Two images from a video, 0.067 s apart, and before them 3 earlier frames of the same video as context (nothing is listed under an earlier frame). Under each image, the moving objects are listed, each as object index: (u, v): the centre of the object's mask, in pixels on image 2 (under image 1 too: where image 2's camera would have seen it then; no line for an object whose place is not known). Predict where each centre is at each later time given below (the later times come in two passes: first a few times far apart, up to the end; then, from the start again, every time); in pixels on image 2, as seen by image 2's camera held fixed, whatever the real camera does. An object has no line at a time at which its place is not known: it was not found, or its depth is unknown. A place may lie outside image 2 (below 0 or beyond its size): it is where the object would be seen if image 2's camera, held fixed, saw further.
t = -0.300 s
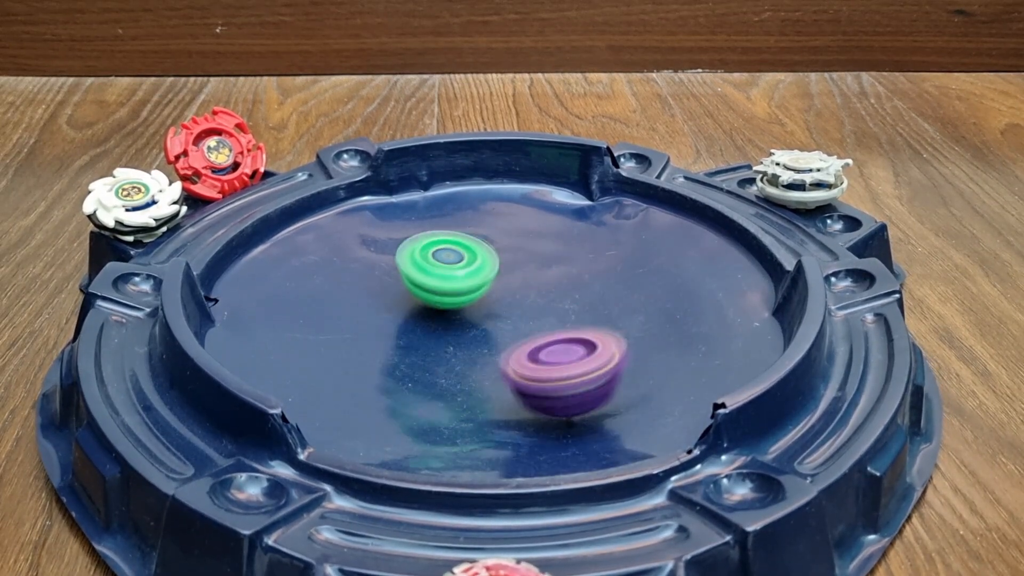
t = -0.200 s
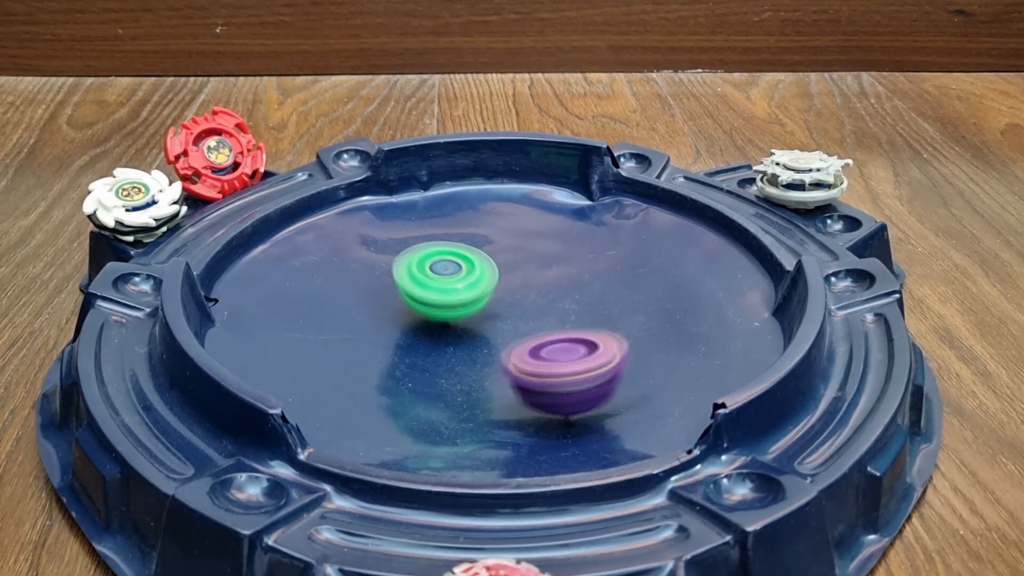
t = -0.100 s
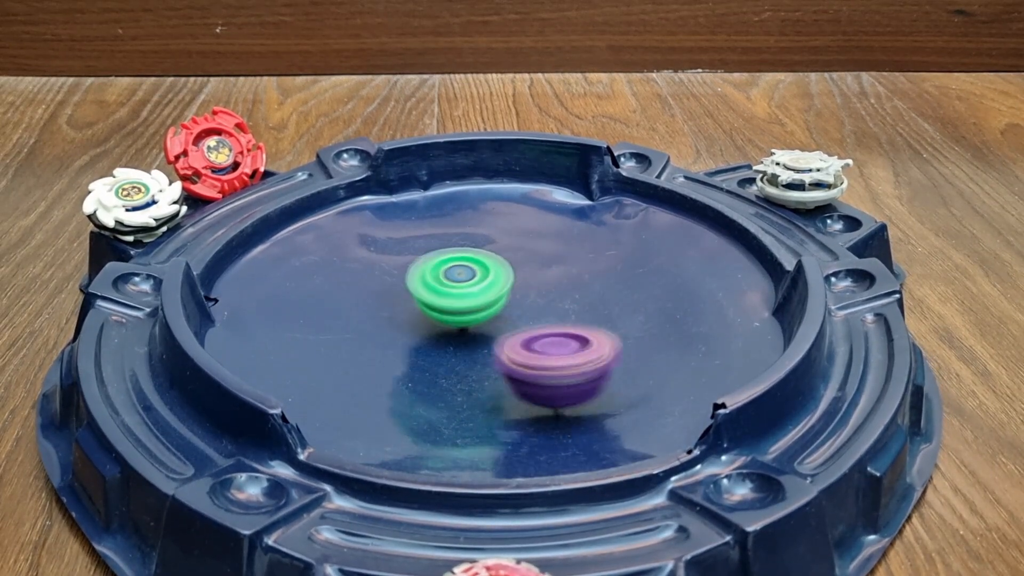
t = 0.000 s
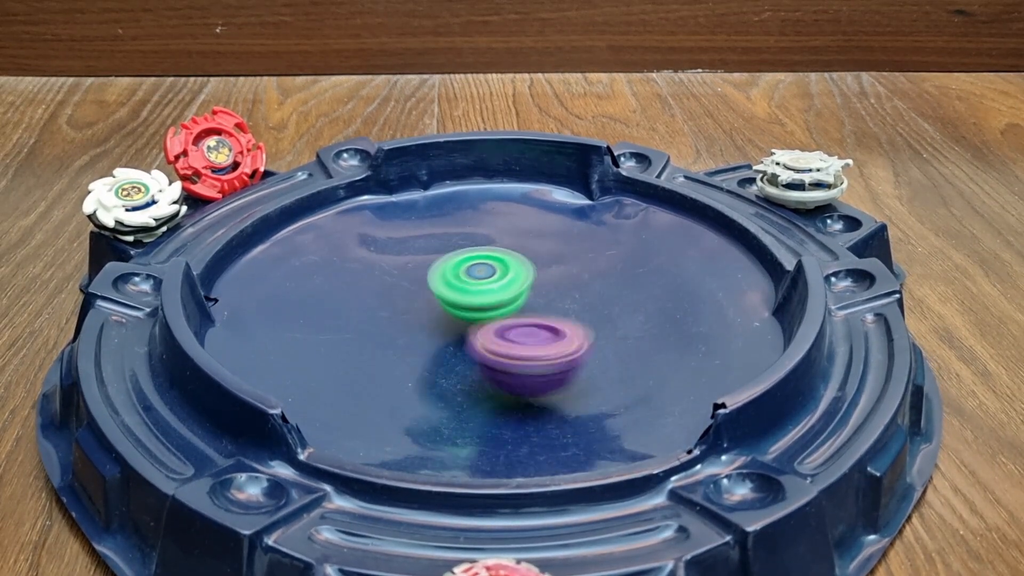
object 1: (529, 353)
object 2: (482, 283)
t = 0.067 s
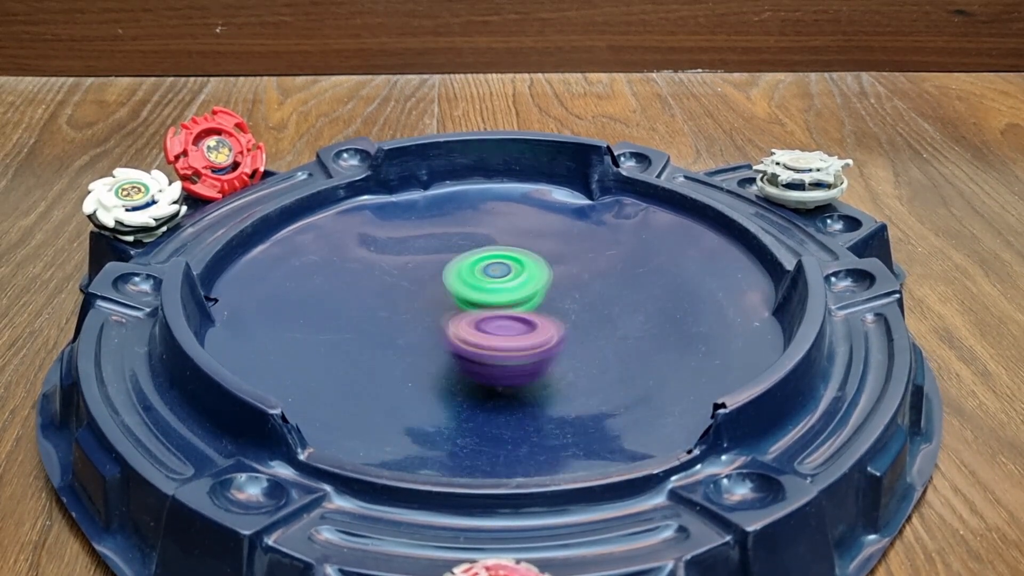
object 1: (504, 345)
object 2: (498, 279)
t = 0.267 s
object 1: (412, 335)
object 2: (540, 256)
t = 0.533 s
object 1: (383, 311)
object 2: (527, 263)
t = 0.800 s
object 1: (405, 268)
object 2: (552, 297)
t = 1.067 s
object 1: (443, 255)
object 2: (551, 336)
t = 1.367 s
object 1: (552, 271)
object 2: (520, 352)
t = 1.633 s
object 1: (614, 271)
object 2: (479, 337)
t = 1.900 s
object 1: (585, 301)
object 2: (444, 304)
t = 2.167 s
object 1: (511, 352)
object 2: (448, 277)
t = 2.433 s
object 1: (490, 369)
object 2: (482, 271)
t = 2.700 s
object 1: (476, 331)
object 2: (542, 274)
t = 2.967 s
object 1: (384, 290)
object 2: (606, 269)
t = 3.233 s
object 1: (388, 277)
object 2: (594, 290)
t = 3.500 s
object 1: (445, 275)
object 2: (546, 323)
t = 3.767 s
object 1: (517, 237)
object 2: (455, 349)
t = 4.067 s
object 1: (588, 213)
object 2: (405, 348)
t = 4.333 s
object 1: (599, 264)
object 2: (461, 340)
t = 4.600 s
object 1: (539, 286)
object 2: (497, 361)
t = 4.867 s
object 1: (594, 230)
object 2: (381, 406)
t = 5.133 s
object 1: (532, 249)
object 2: (483, 386)
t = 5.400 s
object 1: (455, 288)
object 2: (459, 366)
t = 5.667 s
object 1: (431, 313)
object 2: (471, 366)
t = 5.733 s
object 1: (432, 312)
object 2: (464, 364)
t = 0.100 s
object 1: (488, 344)
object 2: (510, 276)
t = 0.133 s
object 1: (472, 343)
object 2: (523, 273)
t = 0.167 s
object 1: (452, 342)
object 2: (533, 267)
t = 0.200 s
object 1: (436, 340)
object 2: (538, 262)
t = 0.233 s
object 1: (424, 337)
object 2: (541, 259)
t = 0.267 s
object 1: (412, 335)
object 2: (540, 256)
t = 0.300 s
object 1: (402, 333)
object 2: (539, 254)
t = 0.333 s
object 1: (395, 331)
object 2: (537, 253)
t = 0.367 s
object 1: (388, 328)
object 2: (535, 252)
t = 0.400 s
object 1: (384, 325)
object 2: (534, 253)
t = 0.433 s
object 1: (381, 322)
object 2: (532, 254)
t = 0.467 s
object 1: (380, 319)
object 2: (530, 256)
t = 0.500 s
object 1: (381, 316)
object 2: (528, 259)
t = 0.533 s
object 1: (383, 311)
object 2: (527, 263)
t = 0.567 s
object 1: (386, 306)
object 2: (528, 267)
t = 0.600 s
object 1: (388, 300)
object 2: (529, 271)
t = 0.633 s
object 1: (390, 295)
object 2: (532, 274)
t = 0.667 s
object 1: (392, 290)
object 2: (536, 278)
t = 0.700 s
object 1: (395, 284)
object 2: (540, 282)
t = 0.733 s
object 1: (398, 278)
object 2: (544, 287)
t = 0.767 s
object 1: (401, 273)
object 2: (548, 291)
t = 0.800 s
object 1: (405, 268)
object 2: (552, 297)
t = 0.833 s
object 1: (408, 264)
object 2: (555, 302)
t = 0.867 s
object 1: (411, 262)
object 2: (557, 307)
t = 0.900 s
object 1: (415, 259)
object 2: (558, 312)
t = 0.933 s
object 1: (420, 255)
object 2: (558, 317)
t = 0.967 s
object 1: (426, 254)
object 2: (558, 323)
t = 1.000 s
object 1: (431, 254)
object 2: (556, 327)
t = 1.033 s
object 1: (437, 254)
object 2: (554, 332)
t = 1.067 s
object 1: (443, 255)
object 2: (551, 336)
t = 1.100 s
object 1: (450, 257)
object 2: (548, 340)
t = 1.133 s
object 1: (458, 259)
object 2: (545, 343)
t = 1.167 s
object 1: (467, 262)
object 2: (541, 346)
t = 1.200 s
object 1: (477, 264)
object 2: (538, 348)
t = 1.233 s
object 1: (489, 266)
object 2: (534, 350)
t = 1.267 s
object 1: (502, 267)
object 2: (530, 351)
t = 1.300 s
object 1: (518, 269)
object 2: (527, 352)
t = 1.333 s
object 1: (536, 270)
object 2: (523, 352)
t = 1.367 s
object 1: (552, 271)
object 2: (520, 352)
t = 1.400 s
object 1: (565, 272)
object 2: (516, 352)
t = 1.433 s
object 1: (575, 273)
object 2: (512, 351)
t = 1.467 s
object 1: (585, 272)
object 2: (507, 349)
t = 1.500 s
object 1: (594, 272)
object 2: (502, 347)
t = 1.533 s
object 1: (602, 270)
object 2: (497, 345)
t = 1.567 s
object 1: (608, 270)
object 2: (491, 342)
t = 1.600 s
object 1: (612, 270)
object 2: (485, 340)
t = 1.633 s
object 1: (614, 271)
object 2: (479, 337)
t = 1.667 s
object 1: (614, 272)
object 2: (473, 333)
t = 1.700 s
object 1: (614, 275)
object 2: (467, 329)
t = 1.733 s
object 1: (612, 278)
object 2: (461, 325)
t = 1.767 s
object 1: (609, 282)
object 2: (456, 321)
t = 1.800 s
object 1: (604, 285)
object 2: (452, 317)
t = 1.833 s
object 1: (599, 290)
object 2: (448, 313)
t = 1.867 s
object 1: (592, 295)
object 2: (446, 309)
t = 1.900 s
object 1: (585, 301)
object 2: (444, 304)
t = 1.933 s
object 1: (578, 307)
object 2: (443, 300)
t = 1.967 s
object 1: (569, 314)
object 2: (442, 296)
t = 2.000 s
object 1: (560, 321)
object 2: (442, 292)
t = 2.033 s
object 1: (549, 328)
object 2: (443, 288)
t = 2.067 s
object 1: (537, 335)
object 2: (444, 285)
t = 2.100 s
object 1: (527, 342)
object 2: (445, 282)
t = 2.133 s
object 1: (517, 347)
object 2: (446, 280)
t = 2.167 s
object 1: (511, 352)
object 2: (448, 277)
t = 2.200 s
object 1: (505, 356)
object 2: (451, 275)
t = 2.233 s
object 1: (501, 360)
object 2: (453, 275)
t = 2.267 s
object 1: (496, 364)
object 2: (456, 274)
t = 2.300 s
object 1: (492, 366)
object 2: (460, 273)
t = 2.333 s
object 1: (490, 369)
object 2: (464, 273)
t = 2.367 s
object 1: (489, 370)
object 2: (470, 272)
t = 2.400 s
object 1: (490, 370)
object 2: (476, 271)
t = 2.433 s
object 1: (490, 369)
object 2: (482, 271)
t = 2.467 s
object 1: (492, 367)
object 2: (489, 270)
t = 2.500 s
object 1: (492, 364)
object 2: (496, 270)
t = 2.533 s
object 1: (491, 360)
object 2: (504, 270)
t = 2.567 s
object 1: (490, 356)
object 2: (511, 270)
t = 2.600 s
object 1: (488, 350)
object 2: (519, 271)
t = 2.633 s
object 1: (485, 345)
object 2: (527, 271)
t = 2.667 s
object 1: (481, 338)
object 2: (534, 272)
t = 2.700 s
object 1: (476, 331)
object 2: (542, 274)
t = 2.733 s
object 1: (469, 323)
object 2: (548, 276)
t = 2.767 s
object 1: (463, 315)
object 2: (554, 278)
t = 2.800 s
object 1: (444, 309)
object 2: (569, 277)
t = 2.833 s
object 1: (424, 305)
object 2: (584, 275)
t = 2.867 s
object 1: (410, 301)
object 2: (592, 273)
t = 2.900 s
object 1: (399, 297)
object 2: (597, 271)
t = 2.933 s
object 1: (390, 293)
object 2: (602, 269)
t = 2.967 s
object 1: (384, 290)
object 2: (606, 269)
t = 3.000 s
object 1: (379, 287)
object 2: (610, 269)
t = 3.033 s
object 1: (377, 285)
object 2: (612, 270)
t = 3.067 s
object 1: (376, 283)
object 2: (613, 272)
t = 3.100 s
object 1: (376, 282)
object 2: (612, 275)
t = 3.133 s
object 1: (378, 280)
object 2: (610, 278)
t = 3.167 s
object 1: (380, 279)
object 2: (606, 282)
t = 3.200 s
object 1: (383, 278)
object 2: (600, 286)
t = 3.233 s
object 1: (388, 277)
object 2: (594, 290)
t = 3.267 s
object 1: (393, 276)
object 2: (586, 294)
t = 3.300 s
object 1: (400, 276)
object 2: (579, 298)
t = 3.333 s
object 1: (408, 276)
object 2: (571, 301)
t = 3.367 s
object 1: (418, 277)
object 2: (563, 305)
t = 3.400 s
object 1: (430, 279)
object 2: (554, 308)
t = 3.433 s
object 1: (441, 280)
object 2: (545, 311)
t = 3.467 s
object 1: (444, 278)
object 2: (545, 317)
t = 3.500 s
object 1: (445, 275)
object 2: (546, 323)
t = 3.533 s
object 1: (449, 272)
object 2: (544, 326)
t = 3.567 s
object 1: (456, 269)
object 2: (537, 327)
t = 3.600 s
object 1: (462, 266)
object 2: (527, 329)
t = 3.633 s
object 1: (469, 263)
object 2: (517, 329)
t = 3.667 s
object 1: (478, 261)
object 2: (506, 329)
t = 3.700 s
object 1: (485, 260)
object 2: (496, 328)
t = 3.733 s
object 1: (504, 252)
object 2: (476, 338)
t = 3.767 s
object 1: (517, 237)
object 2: (455, 349)
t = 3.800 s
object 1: (529, 226)
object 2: (438, 356)
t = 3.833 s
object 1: (540, 218)
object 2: (426, 361)
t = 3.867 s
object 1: (547, 216)
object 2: (417, 362)
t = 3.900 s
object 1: (554, 213)
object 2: (413, 361)
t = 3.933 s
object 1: (558, 211)
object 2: (409, 360)
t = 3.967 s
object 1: (564, 210)
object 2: (406, 358)
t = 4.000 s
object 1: (573, 210)
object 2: (403, 354)
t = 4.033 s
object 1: (580, 211)
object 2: (402, 351)
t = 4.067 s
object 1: (588, 213)
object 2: (405, 348)
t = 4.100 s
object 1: (594, 215)
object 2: (409, 345)
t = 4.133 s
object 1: (600, 220)
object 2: (415, 343)
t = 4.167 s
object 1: (604, 226)
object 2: (423, 342)
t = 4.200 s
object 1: (607, 233)
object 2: (430, 341)
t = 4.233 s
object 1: (607, 240)
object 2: (438, 341)
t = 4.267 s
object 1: (605, 248)
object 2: (445, 340)
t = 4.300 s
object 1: (603, 256)
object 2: (453, 340)
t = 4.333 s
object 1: (599, 264)
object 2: (461, 340)
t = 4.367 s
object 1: (592, 272)
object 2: (467, 340)
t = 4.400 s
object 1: (585, 279)
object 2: (476, 341)
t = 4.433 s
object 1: (577, 287)
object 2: (483, 341)
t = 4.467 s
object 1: (572, 291)
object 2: (489, 344)
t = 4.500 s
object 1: (568, 293)
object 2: (497, 345)
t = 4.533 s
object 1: (562, 291)
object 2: (503, 348)
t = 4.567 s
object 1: (547, 292)
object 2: (509, 352)
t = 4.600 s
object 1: (539, 286)
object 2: (497, 361)
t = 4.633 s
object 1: (572, 274)
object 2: (462, 378)
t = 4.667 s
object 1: (595, 261)
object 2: (430, 393)
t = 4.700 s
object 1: (601, 246)
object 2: (405, 401)
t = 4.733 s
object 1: (612, 234)
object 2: (388, 408)
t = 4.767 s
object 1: (608, 225)
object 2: (379, 410)
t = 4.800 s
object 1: (601, 227)
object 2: (377, 410)
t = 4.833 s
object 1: (597, 228)
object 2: (379, 408)
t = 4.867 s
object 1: (594, 230)
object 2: (381, 406)
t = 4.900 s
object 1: (591, 229)
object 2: (389, 400)
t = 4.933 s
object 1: (586, 228)
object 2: (398, 394)
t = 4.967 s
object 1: (576, 231)
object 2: (413, 391)
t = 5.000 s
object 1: (565, 234)
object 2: (431, 390)
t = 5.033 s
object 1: (557, 238)
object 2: (449, 390)
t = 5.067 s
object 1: (550, 241)
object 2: (464, 388)
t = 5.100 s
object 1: (542, 242)
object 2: (478, 387)
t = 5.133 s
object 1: (532, 249)
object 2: (483, 386)
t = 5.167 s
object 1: (522, 259)
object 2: (485, 382)
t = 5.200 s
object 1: (513, 263)
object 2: (483, 379)
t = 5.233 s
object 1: (503, 268)
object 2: (478, 374)
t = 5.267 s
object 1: (493, 271)
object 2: (472, 370)
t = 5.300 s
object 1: (481, 276)
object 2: (464, 368)
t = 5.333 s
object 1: (474, 278)
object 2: (458, 367)
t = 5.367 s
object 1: (463, 283)
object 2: (456, 366)
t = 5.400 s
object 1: (455, 288)
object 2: (459, 366)
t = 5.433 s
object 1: (448, 292)
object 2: (465, 366)
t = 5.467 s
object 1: (442, 296)
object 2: (470, 366)
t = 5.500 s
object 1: (439, 302)
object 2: (474, 367)
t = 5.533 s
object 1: (435, 306)
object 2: (475, 368)
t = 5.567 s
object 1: (430, 310)
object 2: (476, 368)
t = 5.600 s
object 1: (428, 312)
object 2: (475, 367)
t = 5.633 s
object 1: (429, 313)
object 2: (474, 367)
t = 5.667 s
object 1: (431, 313)
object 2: (471, 366)
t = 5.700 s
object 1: (431, 312)
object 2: (466, 365)
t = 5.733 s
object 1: (432, 312)
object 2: (464, 364)
